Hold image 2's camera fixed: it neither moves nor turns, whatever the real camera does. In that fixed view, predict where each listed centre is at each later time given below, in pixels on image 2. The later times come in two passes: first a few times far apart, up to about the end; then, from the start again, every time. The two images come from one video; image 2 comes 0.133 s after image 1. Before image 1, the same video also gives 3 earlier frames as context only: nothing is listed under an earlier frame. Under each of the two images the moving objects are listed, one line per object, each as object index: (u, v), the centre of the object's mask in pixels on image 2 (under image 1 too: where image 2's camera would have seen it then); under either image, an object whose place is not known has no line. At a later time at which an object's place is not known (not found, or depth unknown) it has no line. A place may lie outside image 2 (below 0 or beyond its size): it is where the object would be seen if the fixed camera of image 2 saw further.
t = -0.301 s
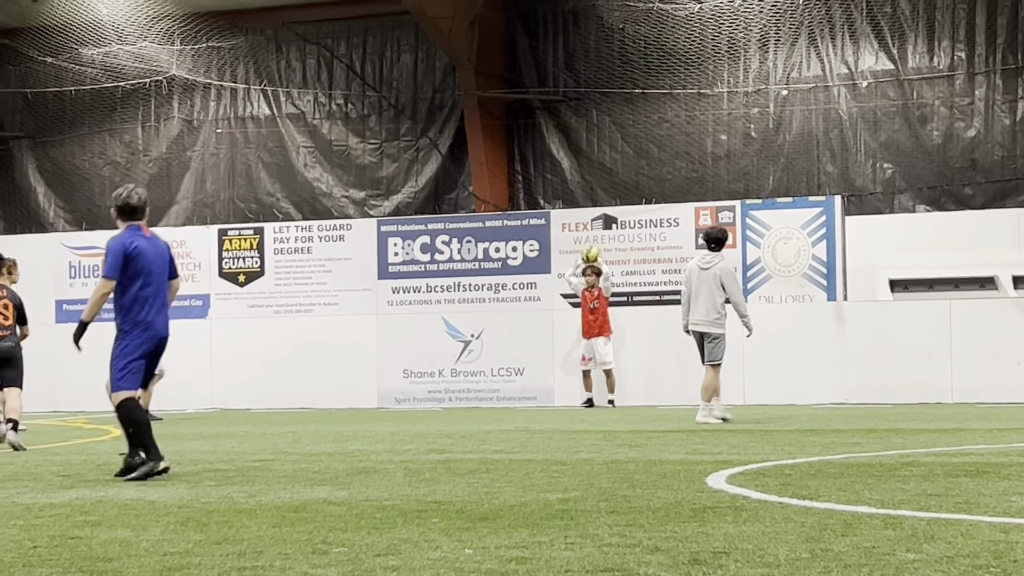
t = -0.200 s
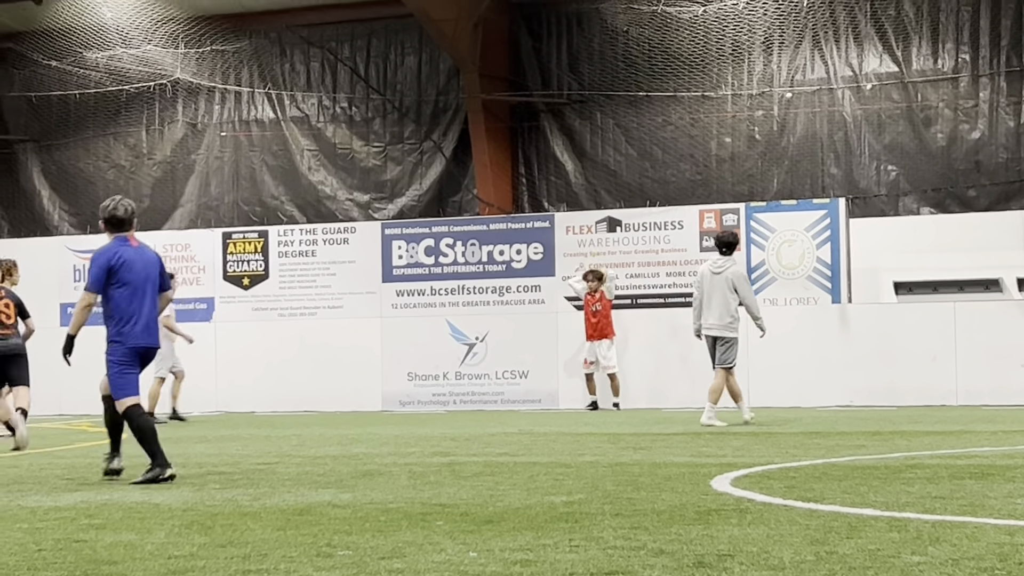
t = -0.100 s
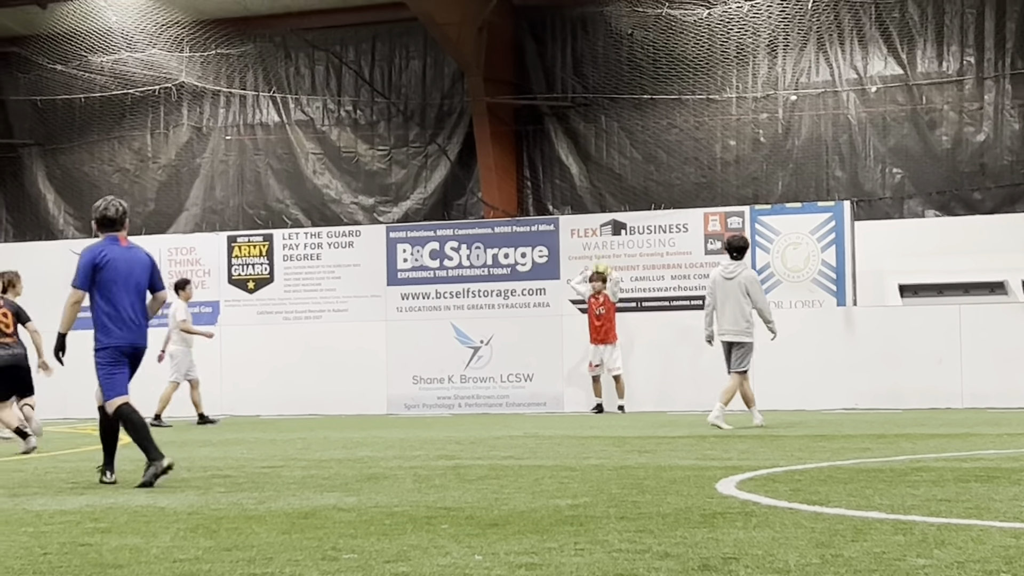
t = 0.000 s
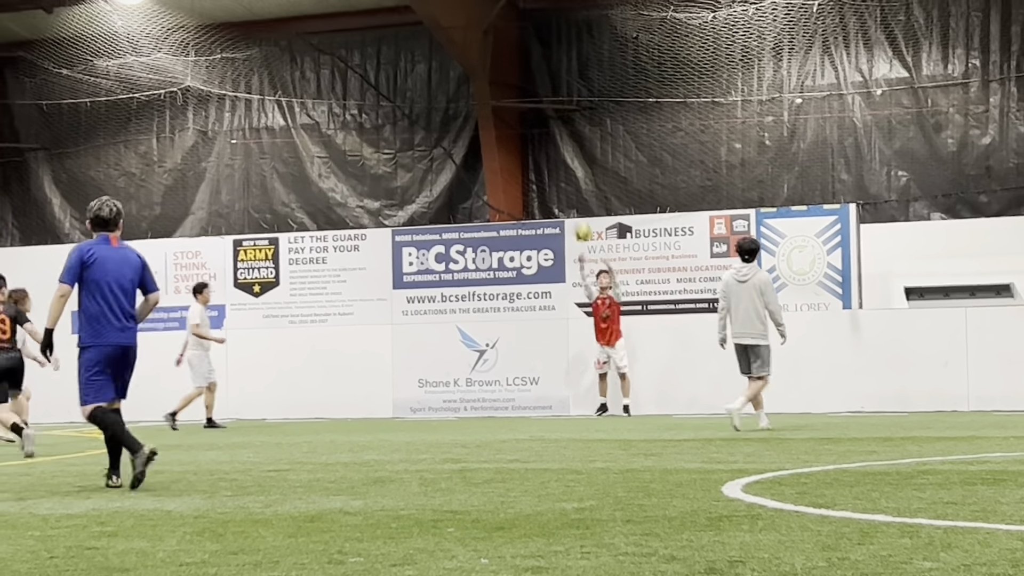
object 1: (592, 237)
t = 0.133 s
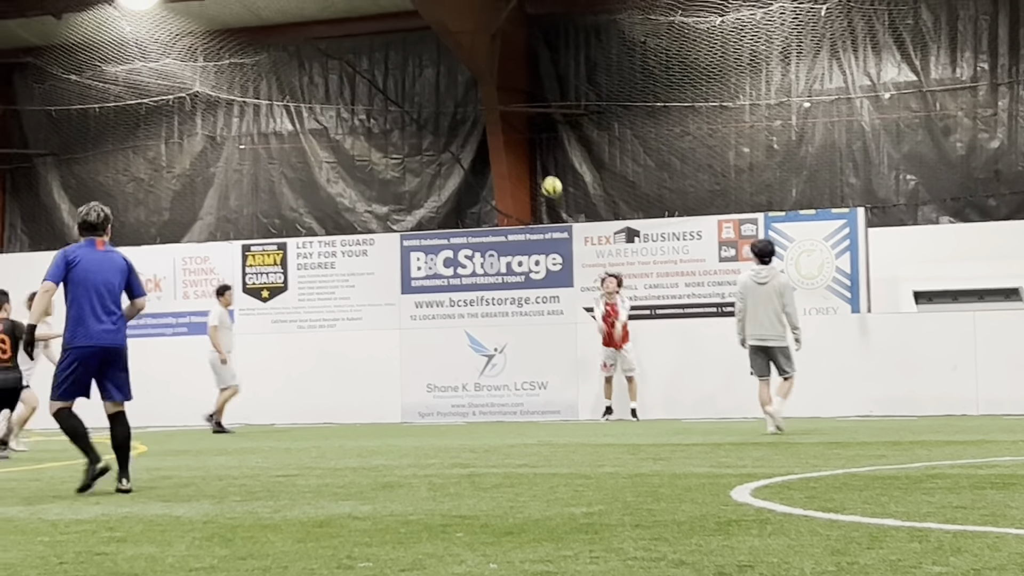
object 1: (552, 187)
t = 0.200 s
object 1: (532, 168)
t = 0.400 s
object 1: (467, 129)
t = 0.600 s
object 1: (397, 121)
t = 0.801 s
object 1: (318, 153)
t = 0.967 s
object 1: (245, 219)
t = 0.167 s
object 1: (542, 176)
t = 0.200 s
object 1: (532, 168)
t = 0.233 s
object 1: (521, 159)
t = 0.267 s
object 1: (510, 151)
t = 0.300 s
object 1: (500, 144)
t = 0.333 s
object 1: (489, 138)
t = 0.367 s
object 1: (478, 133)
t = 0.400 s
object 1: (467, 129)
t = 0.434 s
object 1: (456, 125)
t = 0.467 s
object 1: (444, 122)
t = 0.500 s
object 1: (433, 120)
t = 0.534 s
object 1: (421, 120)
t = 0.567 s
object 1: (409, 120)
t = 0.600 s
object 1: (397, 121)
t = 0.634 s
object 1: (384, 124)
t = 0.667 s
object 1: (372, 128)
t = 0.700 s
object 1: (359, 131)
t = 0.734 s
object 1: (345, 138)
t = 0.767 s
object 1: (332, 145)
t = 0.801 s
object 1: (318, 153)
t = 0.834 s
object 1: (303, 164)
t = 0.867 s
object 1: (290, 175)
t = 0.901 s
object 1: (274, 189)
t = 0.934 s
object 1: (260, 203)
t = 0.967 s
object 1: (245, 219)
